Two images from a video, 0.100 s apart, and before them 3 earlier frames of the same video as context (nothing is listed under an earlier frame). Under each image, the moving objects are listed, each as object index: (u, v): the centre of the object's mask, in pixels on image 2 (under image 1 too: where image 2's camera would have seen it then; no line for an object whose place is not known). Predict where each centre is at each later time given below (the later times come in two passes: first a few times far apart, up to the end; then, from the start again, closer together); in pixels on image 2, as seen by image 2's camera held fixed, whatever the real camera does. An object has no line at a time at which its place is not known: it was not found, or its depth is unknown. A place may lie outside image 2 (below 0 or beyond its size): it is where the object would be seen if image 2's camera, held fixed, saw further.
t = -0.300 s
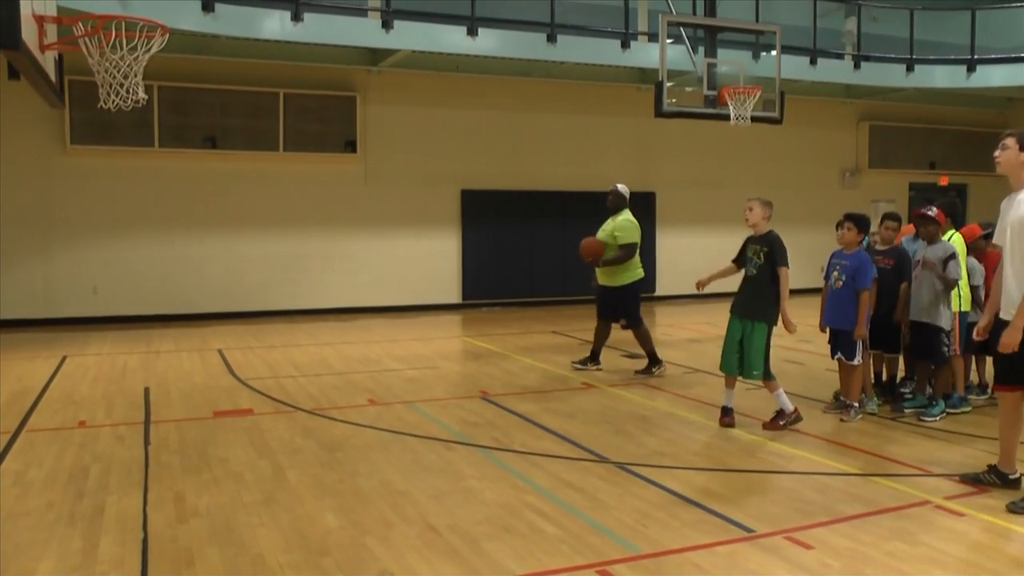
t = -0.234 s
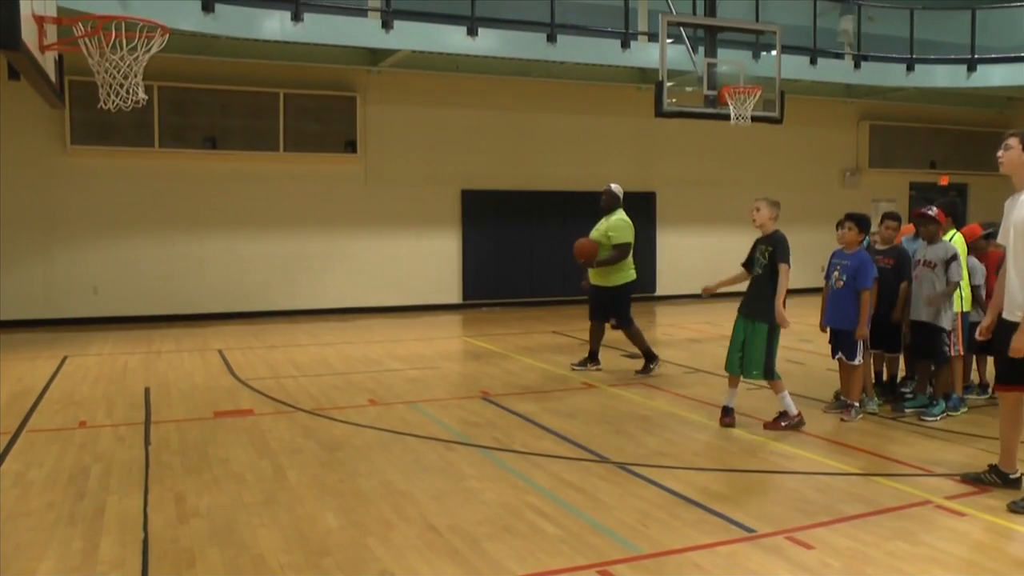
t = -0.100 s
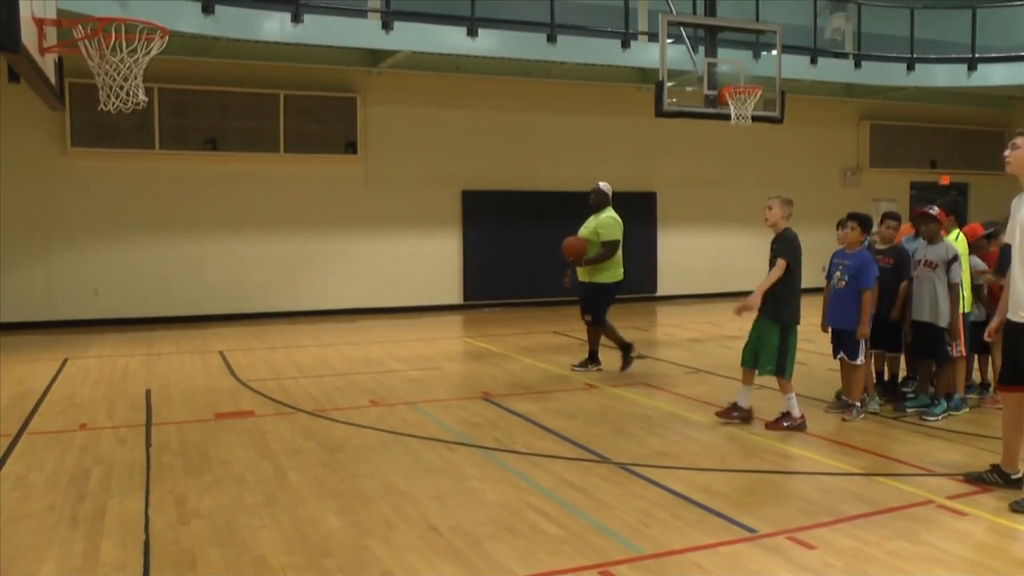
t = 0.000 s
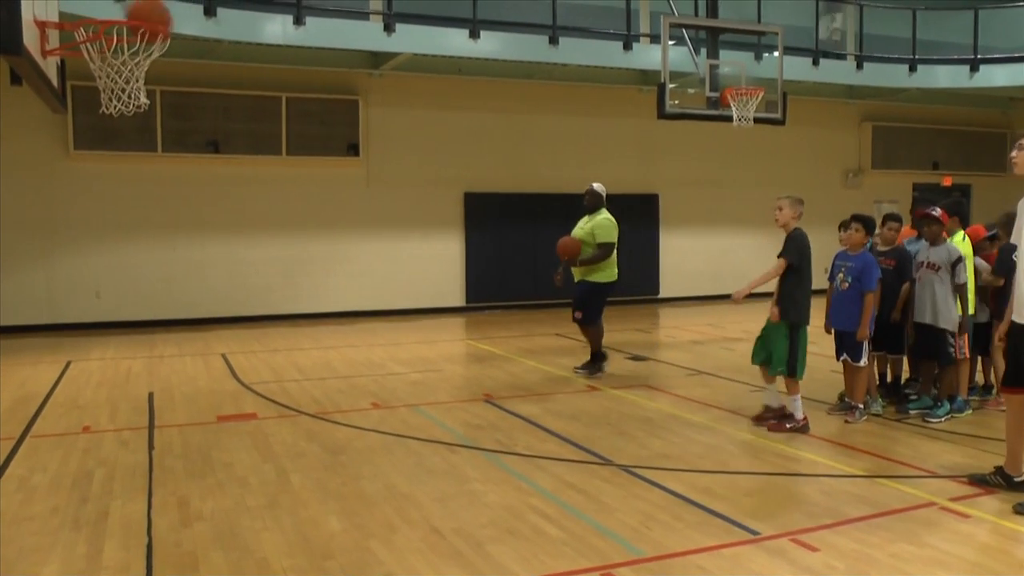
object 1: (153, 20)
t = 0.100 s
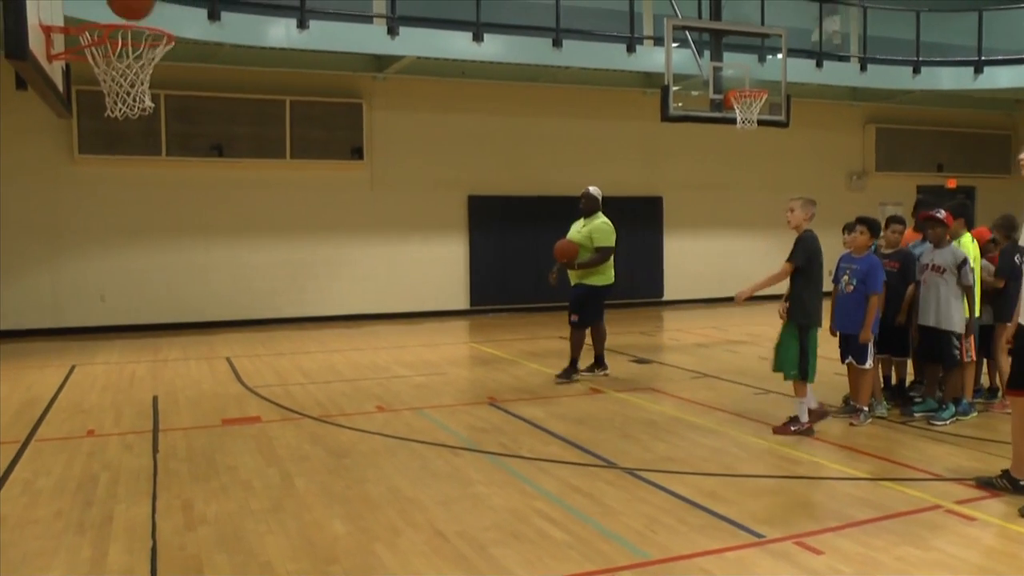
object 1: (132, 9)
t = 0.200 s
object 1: (105, 0)
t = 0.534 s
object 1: (82, 37)
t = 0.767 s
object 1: (86, 179)
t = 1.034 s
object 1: (96, 517)
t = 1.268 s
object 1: (99, 321)
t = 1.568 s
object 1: (108, 131)
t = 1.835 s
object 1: (128, 154)
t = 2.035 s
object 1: (153, 329)
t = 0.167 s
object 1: (114, 2)
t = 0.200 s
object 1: (105, 0)
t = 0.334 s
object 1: (66, 1)
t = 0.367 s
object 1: (74, 5)
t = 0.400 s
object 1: (82, 12)
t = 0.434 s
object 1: (83, 15)
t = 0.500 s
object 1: (83, 27)
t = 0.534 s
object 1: (82, 37)
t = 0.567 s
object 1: (83, 47)
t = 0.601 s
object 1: (84, 64)
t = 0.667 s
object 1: (86, 100)
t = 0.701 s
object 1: (85, 124)
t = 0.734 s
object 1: (85, 150)
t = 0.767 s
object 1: (86, 179)
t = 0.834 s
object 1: (88, 248)
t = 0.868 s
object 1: (89, 285)
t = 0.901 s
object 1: (90, 327)
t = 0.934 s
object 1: (91, 369)
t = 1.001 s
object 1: (94, 468)
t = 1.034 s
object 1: (96, 517)
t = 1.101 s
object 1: (97, 495)
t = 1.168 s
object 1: (97, 422)
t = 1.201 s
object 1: (98, 387)
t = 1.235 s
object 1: (98, 352)
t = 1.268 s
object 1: (99, 321)
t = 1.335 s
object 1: (100, 263)
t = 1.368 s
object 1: (101, 237)
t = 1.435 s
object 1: (103, 191)
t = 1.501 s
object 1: (107, 155)
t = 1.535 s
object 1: (107, 142)
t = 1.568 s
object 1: (108, 131)
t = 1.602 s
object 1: (109, 121)
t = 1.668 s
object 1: (111, 115)
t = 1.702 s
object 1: (114, 116)
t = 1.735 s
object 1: (116, 119)
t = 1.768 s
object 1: (120, 127)
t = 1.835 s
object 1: (128, 154)
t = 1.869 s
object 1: (131, 172)
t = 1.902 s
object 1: (135, 195)
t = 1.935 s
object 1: (139, 222)
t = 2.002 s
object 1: (148, 290)
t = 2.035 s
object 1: (153, 329)
